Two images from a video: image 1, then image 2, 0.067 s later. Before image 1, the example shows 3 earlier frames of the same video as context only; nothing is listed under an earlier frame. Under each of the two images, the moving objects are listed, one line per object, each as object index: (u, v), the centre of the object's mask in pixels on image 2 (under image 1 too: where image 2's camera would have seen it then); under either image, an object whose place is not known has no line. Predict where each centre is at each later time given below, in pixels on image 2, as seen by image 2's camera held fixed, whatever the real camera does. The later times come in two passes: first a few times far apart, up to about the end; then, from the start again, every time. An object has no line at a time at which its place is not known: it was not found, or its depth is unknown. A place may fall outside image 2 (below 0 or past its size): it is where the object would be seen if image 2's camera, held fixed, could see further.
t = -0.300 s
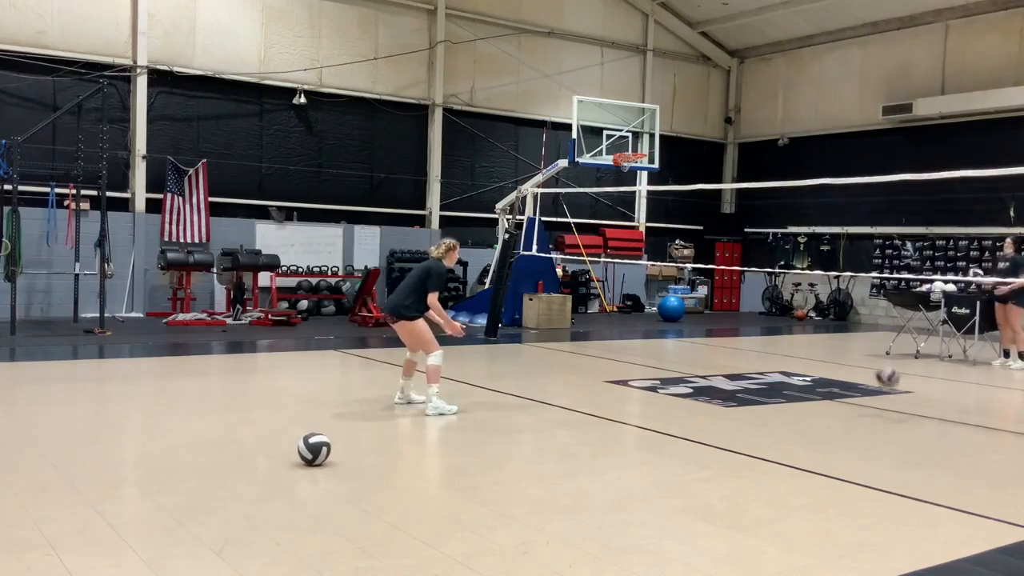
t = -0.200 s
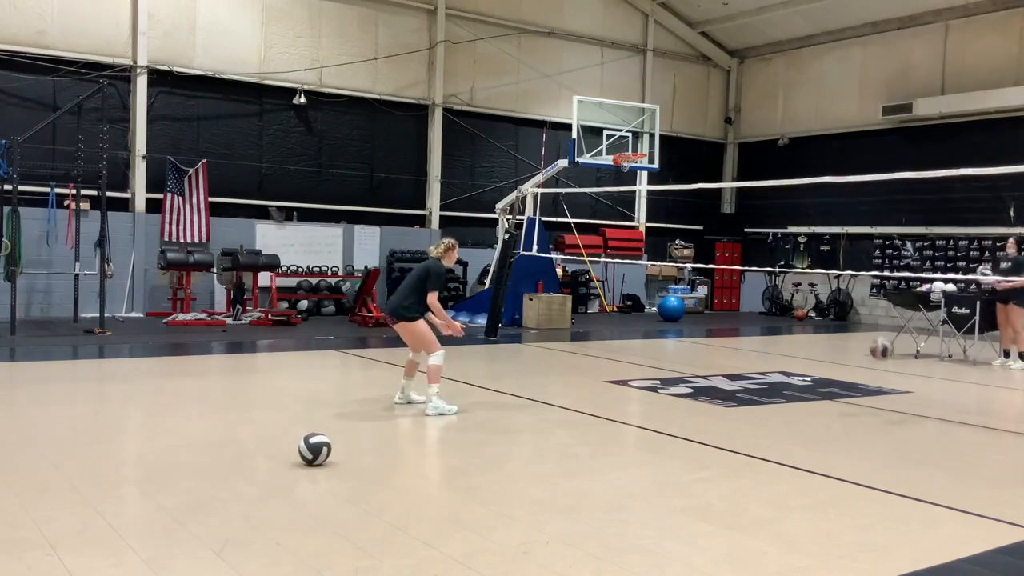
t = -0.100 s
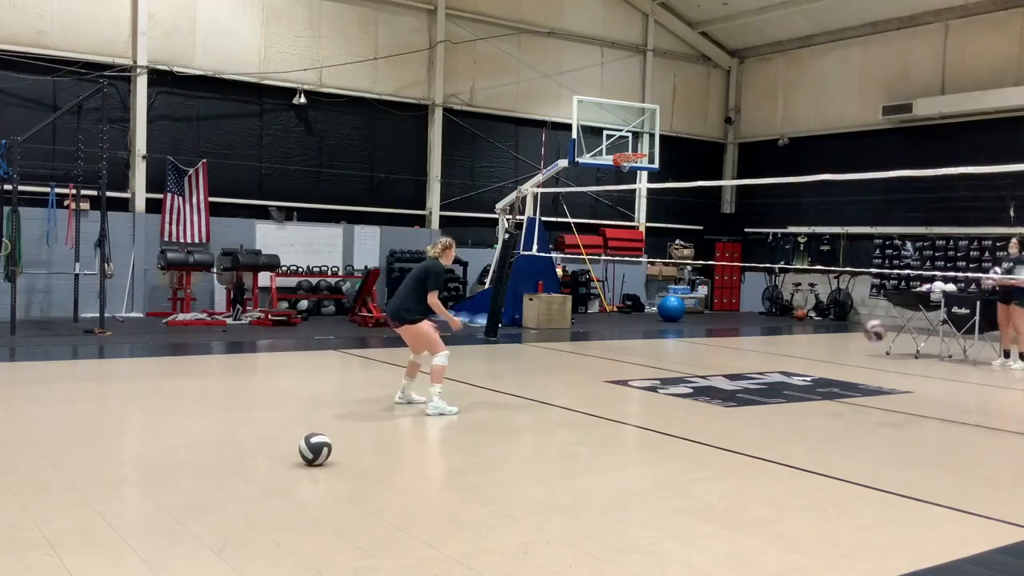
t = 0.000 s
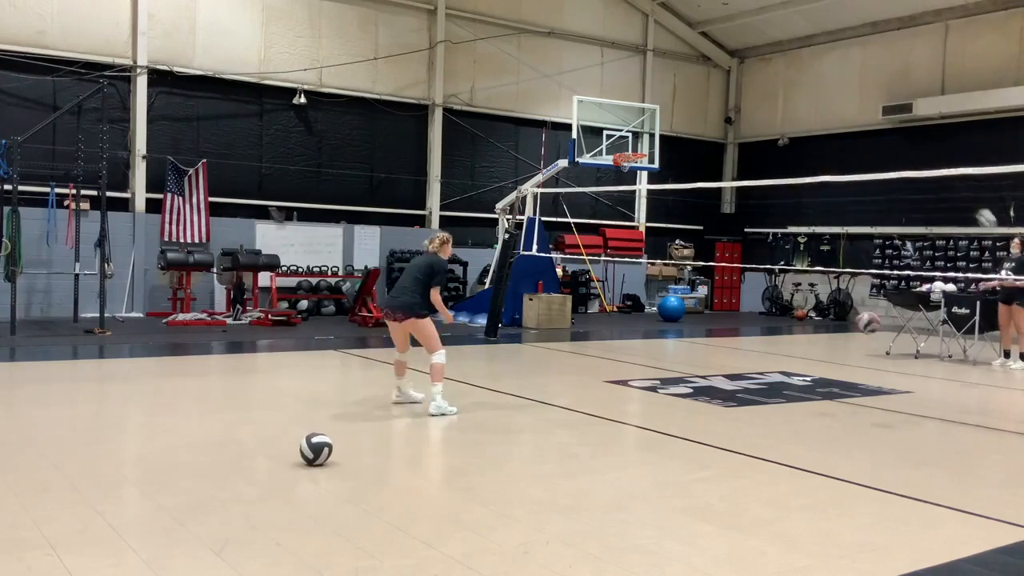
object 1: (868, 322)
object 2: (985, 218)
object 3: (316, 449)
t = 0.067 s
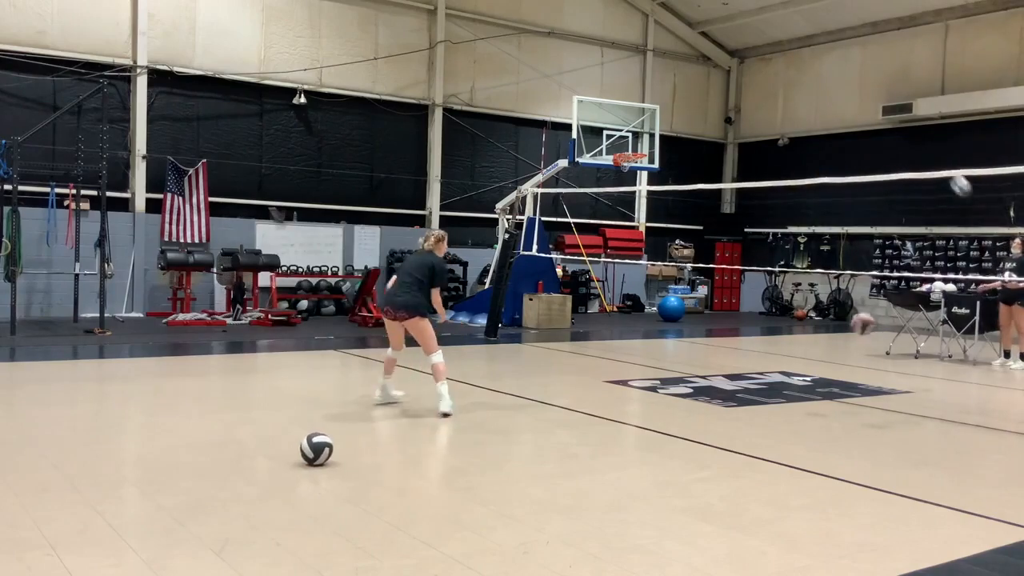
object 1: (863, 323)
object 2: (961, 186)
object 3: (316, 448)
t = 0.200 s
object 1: (852, 338)
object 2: (905, 126)
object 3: (317, 448)
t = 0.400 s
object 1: (833, 398)
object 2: (814, 59)
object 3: (319, 448)
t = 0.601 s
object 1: (822, 372)
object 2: (716, 27)
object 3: (321, 448)
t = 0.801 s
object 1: (810, 361)
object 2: (609, 29)
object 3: (323, 447)
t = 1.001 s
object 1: (795, 394)
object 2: (494, 71)
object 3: (326, 447)
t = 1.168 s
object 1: (785, 394)
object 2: (393, 141)
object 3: (328, 447)
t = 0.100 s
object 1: (860, 325)
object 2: (946, 166)
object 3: (316, 448)
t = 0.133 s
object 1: (857, 329)
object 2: (933, 155)
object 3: (317, 448)
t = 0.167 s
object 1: (855, 333)
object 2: (920, 140)
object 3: (317, 448)
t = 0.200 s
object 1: (852, 338)
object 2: (905, 126)
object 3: (317, 448)
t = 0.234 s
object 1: (849, 346)
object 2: (891, 111)
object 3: (318, 449)
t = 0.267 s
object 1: (846, 354)
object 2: (877, 100)
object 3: (318, 448)
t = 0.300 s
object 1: (843, 363)
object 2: (861, 88)
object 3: (318, 448)
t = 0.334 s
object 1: (840, 374)
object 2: (846, 78)
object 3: (318, 448)
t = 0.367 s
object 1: (837, 386)
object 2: (832, 68)
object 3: (319, 448)
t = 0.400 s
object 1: (833, 398)
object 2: (814, 59)
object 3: (319, 448)
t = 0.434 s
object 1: (830, 411)
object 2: (799, 50)
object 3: (319, 448)
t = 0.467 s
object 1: (829, 400)
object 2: (782, 45)
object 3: (319, 448)
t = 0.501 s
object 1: (828, 391)
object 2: (767, 40)
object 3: (320, 448)
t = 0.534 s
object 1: (826, 386)
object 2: (749, 34)
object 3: (320, 448)
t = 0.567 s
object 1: (824, 377)
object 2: (734, 30)
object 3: (320, 448)
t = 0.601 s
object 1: (822, 372)
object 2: (716, 27)
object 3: (321, 448)
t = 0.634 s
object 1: (819, 366)
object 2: (699, 25)
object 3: (321, 448)
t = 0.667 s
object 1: (818, 363)
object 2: (681, 24)
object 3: (322, 448)
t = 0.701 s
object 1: (816, 361)
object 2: (664, 24)
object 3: (322, 447)
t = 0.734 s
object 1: (814, 360)
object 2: (646, 24)
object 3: (323, 447)
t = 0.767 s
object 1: (812, 360)
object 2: (628, 27)
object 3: (323, 447)
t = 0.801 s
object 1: (810, 361)
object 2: (609, 29)
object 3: (323, 447)
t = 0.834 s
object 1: (808, 363)
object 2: (591, 34)
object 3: (324, 447)
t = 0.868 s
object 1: (806, 367)
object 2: (572, 38)
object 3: (324, 447)
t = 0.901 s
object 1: (802, 372)
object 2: (553, 43)
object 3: (325, 447)
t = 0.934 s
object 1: (800, 379)
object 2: (534, 51)
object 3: (325, 447)
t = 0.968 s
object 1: (798, 385)
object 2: (514, 62)
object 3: (326, 447)
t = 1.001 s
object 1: (795, 394)
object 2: (494, 71)
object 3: (326, 447)
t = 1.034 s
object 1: (793, 403)
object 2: (476, 81)
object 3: (326, 447)
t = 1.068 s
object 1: (790, 415)
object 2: (456, 94)
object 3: (327, 447)
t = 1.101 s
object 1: (788, 406)
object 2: (433, 109)
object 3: (327, 447)
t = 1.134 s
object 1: (786, 400)
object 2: (414, 125)
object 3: (328, 447)
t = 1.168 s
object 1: (785, 394)
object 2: (393, 141)
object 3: (328, 447)
